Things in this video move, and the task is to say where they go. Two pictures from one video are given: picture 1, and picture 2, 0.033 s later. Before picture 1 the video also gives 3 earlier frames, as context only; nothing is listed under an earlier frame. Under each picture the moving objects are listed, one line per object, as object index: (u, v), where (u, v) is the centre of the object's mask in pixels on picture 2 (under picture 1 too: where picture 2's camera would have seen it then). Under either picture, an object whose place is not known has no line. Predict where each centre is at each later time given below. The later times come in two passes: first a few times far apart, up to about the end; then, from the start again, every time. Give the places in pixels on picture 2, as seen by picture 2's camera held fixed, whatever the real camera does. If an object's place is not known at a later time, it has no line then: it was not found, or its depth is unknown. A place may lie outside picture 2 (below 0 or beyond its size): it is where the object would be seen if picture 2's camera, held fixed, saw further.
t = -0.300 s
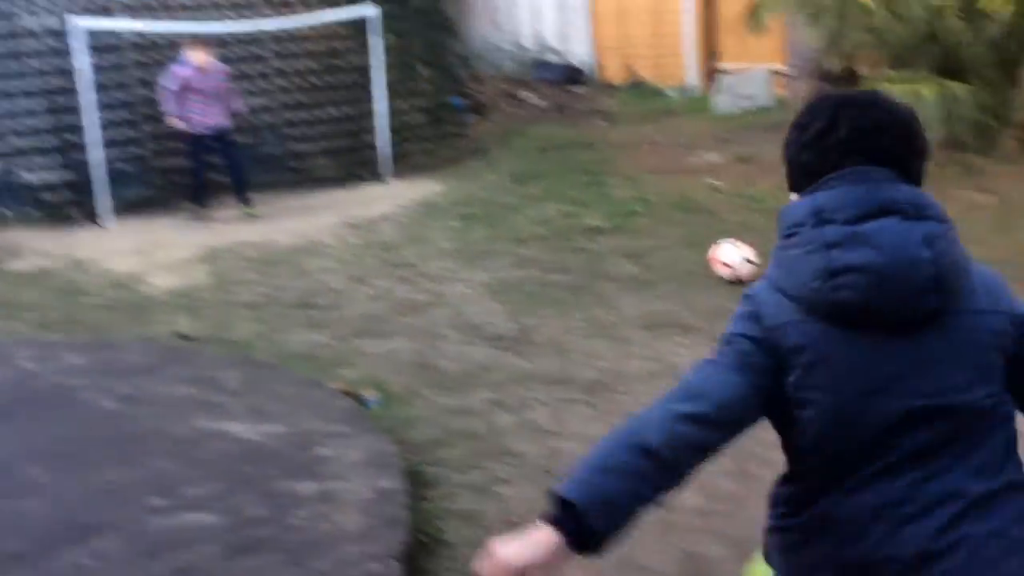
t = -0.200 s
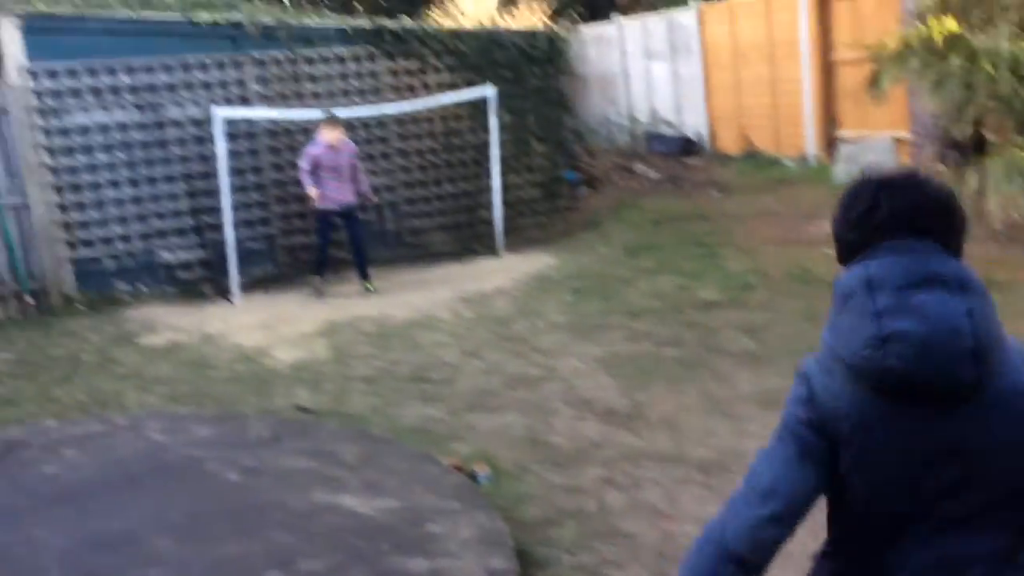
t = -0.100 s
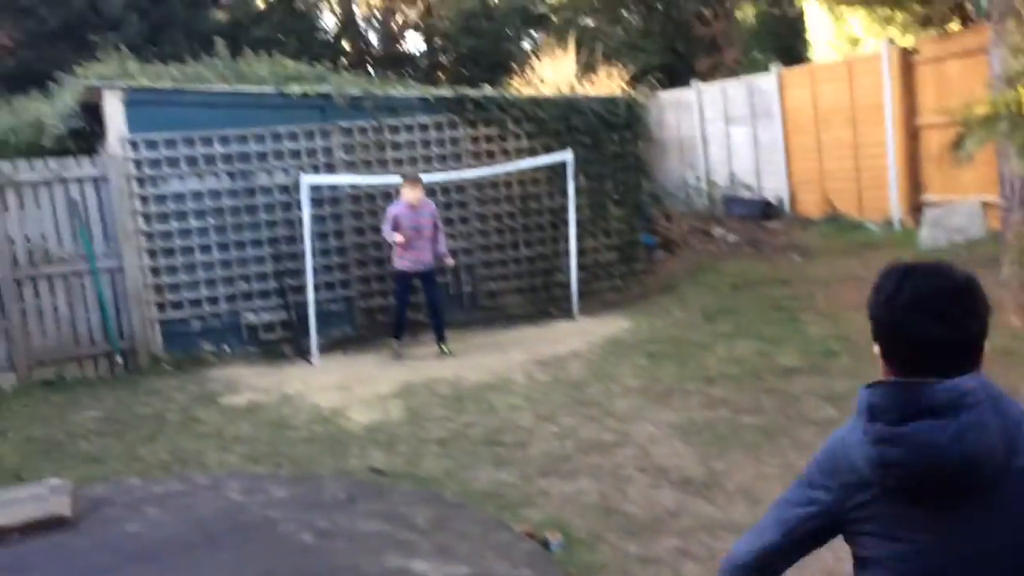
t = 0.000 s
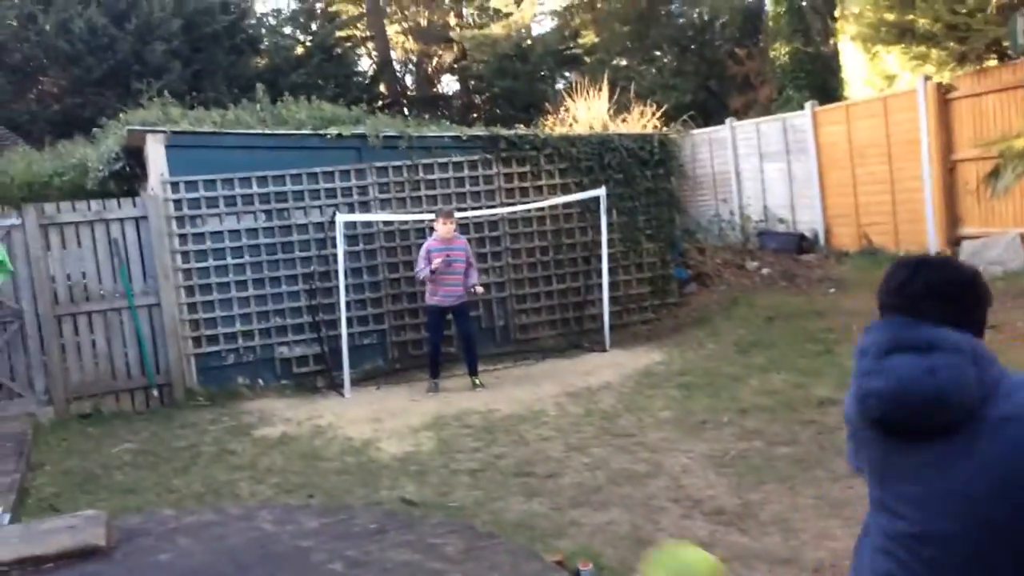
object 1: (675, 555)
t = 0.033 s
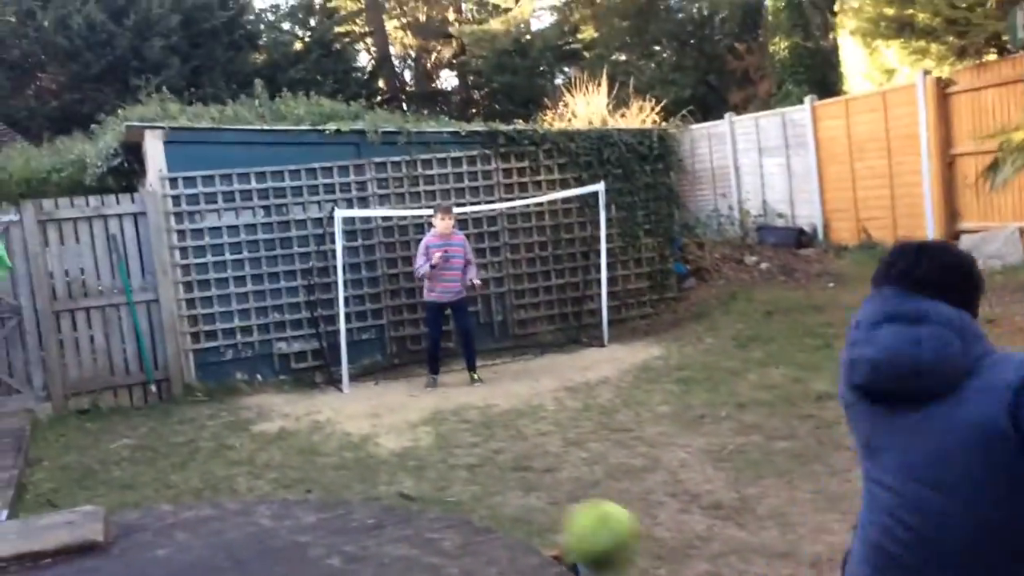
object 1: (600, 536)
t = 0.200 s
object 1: (377, 451)
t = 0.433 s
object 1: (236, 389)
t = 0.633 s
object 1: (200, 382)
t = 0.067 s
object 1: (536, 505)
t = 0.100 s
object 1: (486, 484)
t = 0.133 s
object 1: (445, 468)
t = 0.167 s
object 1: (409, 457)
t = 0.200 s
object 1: (377, 451)
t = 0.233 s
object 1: (350, 446)
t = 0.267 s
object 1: (324, 441)
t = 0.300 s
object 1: (304, 428)
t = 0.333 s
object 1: (285, 412)
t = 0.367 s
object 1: (268, 402)
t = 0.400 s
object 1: (252, 394)
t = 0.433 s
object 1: (236, 389)
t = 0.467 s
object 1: (223, 386)
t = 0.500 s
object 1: (211, 384)
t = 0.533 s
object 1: (199, 385)
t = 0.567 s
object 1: (187, 387)
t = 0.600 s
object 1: (183, 387)
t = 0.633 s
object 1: (200, 382)
